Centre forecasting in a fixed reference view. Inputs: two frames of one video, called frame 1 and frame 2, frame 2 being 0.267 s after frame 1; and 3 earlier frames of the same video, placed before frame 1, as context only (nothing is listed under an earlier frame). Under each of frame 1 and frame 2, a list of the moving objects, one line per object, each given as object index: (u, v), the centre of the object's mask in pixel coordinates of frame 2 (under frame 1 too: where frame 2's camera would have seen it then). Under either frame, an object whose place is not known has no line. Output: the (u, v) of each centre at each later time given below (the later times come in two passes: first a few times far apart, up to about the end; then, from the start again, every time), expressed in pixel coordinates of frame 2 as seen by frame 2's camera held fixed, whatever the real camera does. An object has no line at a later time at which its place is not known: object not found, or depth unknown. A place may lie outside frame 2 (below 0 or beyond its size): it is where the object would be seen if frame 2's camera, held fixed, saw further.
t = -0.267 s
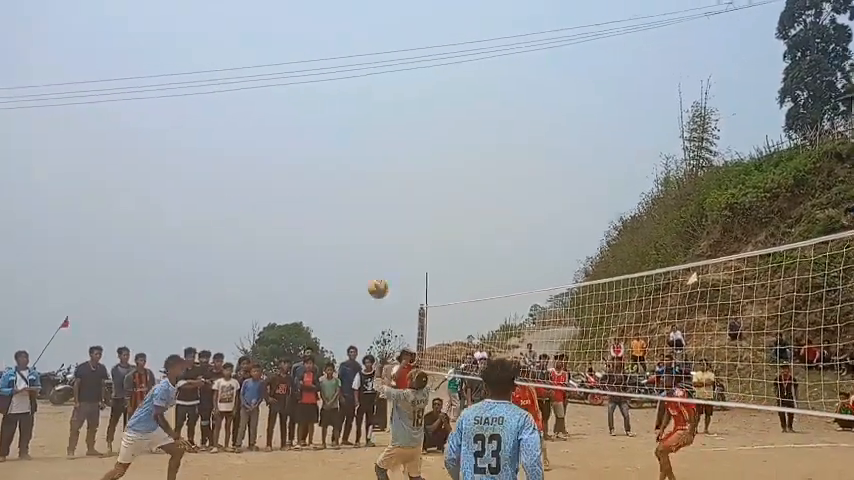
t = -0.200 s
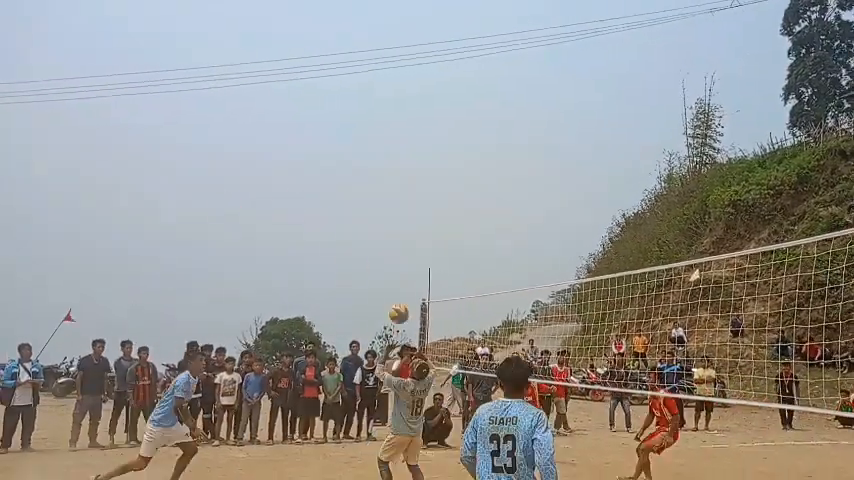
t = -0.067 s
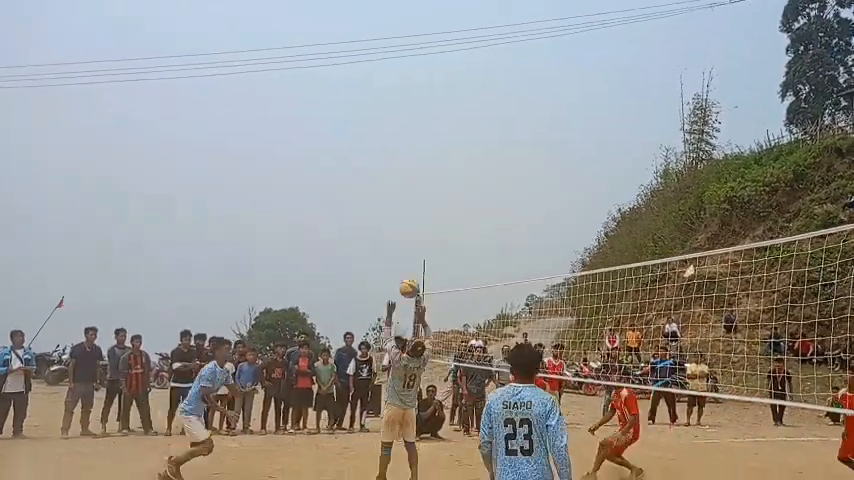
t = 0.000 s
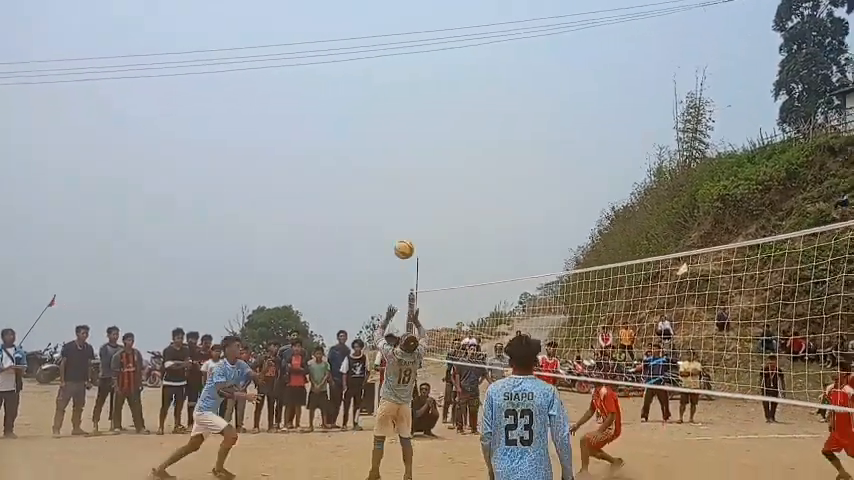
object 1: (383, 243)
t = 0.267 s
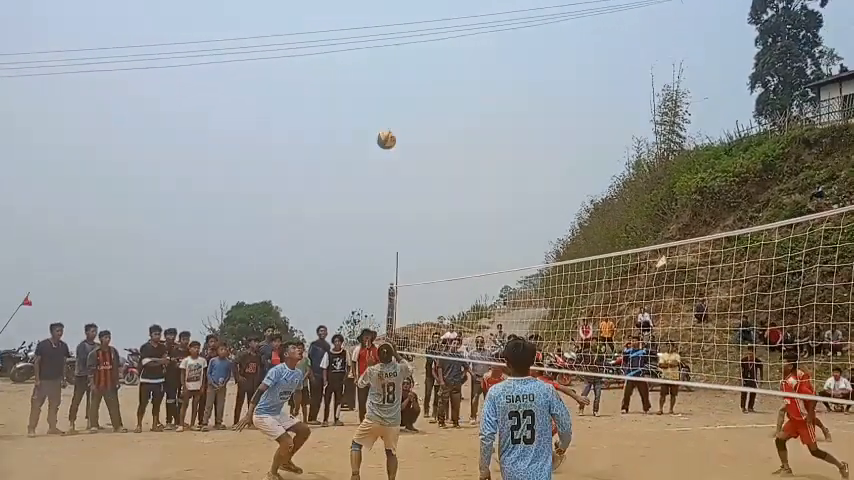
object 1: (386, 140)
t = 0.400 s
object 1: (388, 113)
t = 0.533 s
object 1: (389, 103)
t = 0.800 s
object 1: (389, 127)
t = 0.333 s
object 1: (387, 125)
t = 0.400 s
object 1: (388, 113)
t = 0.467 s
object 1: (388, 106)
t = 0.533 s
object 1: (389, 103)
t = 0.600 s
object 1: (388, 103)
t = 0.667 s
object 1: (389, 107)
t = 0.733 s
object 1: (388, 115)
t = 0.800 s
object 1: (389, 127)
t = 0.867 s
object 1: (387, 142)
